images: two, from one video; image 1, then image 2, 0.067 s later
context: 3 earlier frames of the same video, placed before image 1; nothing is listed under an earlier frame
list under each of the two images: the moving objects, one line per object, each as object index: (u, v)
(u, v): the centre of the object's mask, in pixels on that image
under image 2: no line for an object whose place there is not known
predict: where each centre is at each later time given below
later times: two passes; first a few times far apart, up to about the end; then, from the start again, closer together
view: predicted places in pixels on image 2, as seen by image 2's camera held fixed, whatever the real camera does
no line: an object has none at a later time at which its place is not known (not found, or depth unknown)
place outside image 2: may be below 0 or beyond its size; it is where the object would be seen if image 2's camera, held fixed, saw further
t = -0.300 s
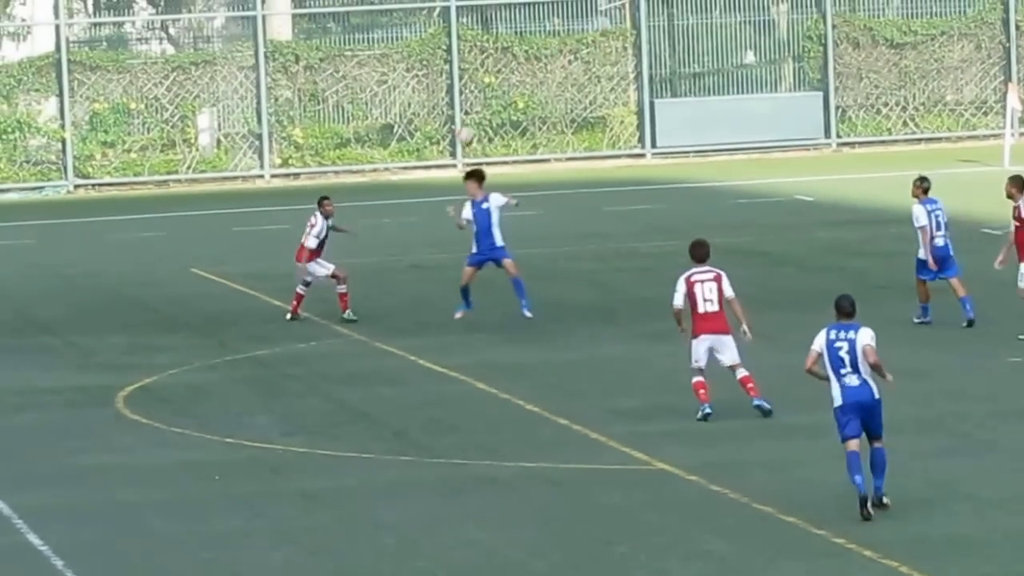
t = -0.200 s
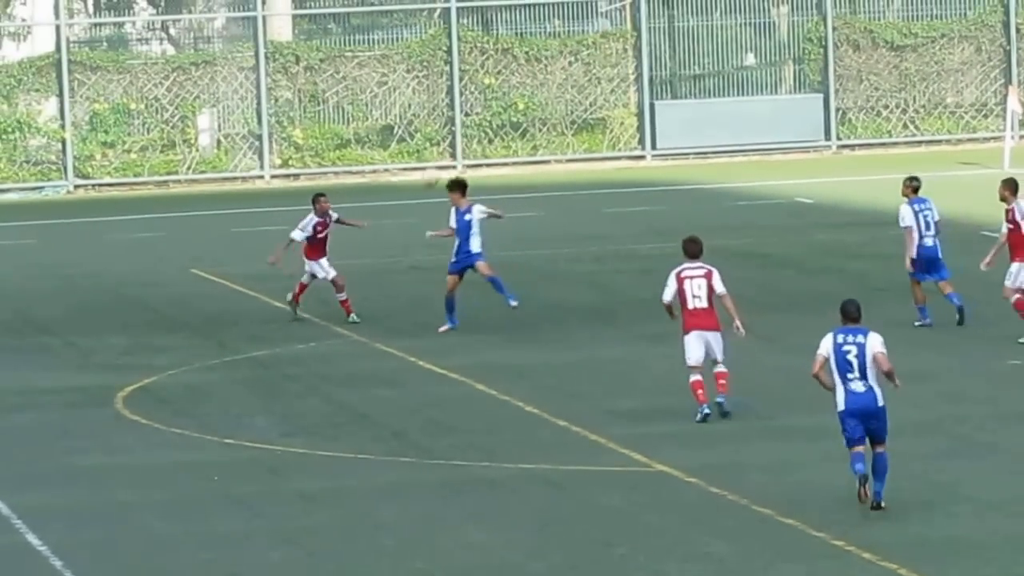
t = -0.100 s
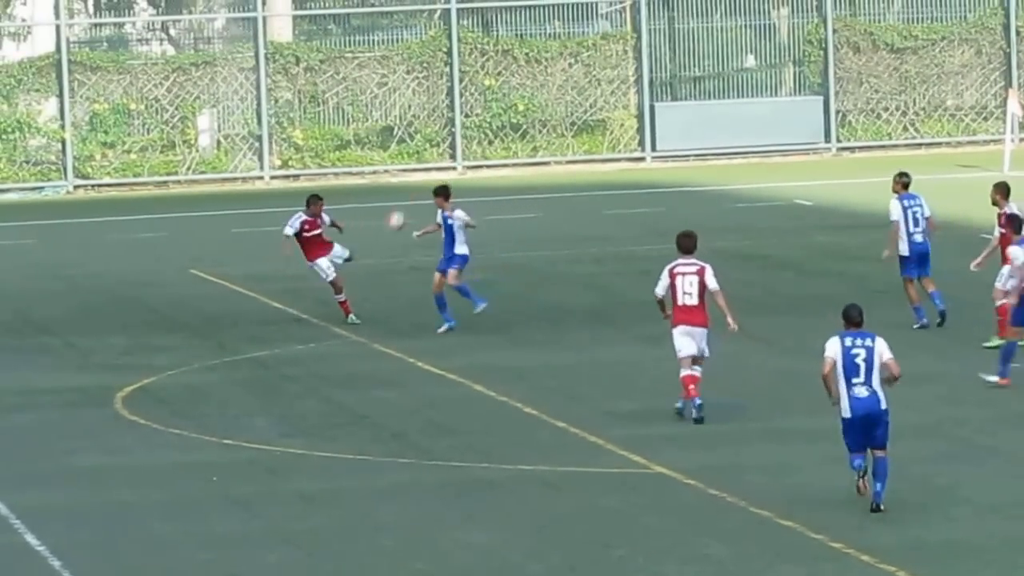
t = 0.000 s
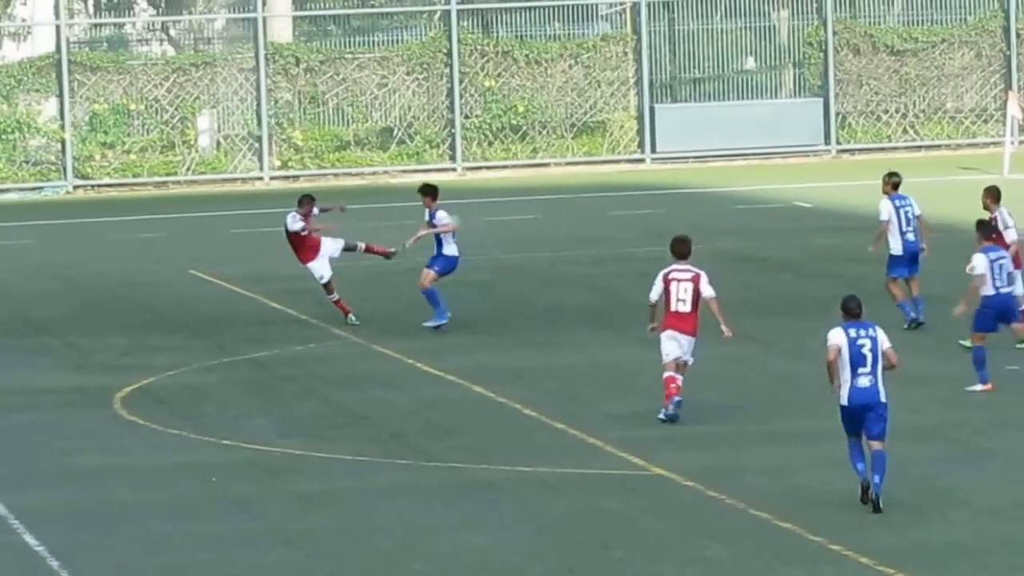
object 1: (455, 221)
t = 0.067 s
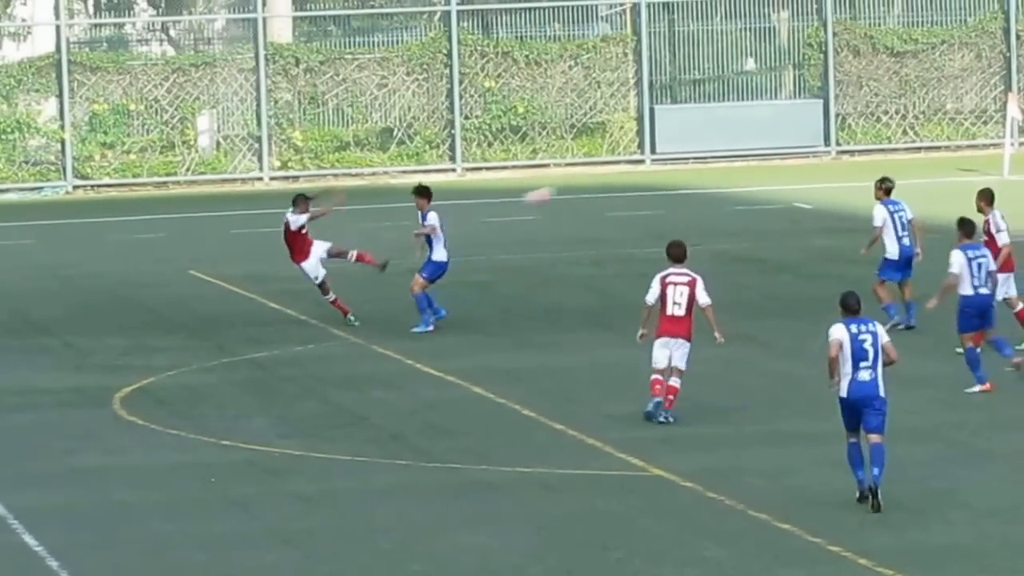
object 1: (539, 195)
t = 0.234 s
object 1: (774, 143)
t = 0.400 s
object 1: (985, 110)
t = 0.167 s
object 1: (679, 160)
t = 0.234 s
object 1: (774, 143)
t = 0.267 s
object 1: (817, 133)
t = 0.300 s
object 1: (858, 126)
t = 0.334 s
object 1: (903, 118)
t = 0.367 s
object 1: (946, 113)
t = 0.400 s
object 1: (985, 110)
